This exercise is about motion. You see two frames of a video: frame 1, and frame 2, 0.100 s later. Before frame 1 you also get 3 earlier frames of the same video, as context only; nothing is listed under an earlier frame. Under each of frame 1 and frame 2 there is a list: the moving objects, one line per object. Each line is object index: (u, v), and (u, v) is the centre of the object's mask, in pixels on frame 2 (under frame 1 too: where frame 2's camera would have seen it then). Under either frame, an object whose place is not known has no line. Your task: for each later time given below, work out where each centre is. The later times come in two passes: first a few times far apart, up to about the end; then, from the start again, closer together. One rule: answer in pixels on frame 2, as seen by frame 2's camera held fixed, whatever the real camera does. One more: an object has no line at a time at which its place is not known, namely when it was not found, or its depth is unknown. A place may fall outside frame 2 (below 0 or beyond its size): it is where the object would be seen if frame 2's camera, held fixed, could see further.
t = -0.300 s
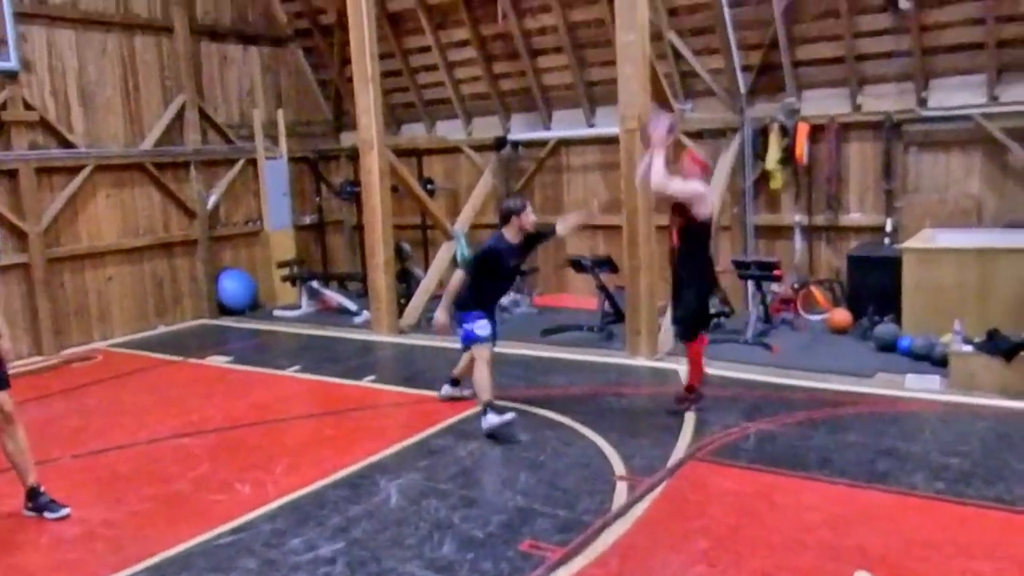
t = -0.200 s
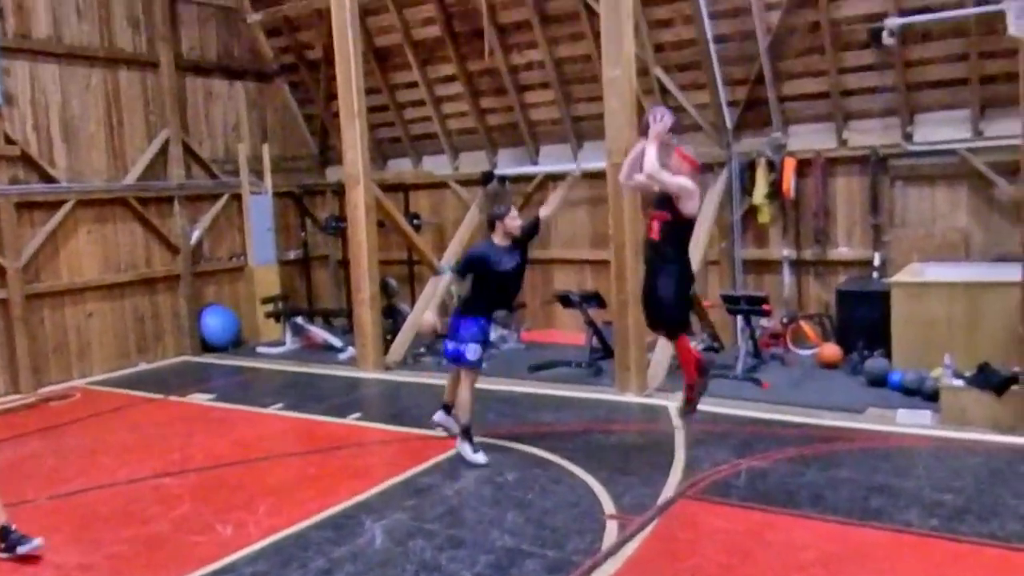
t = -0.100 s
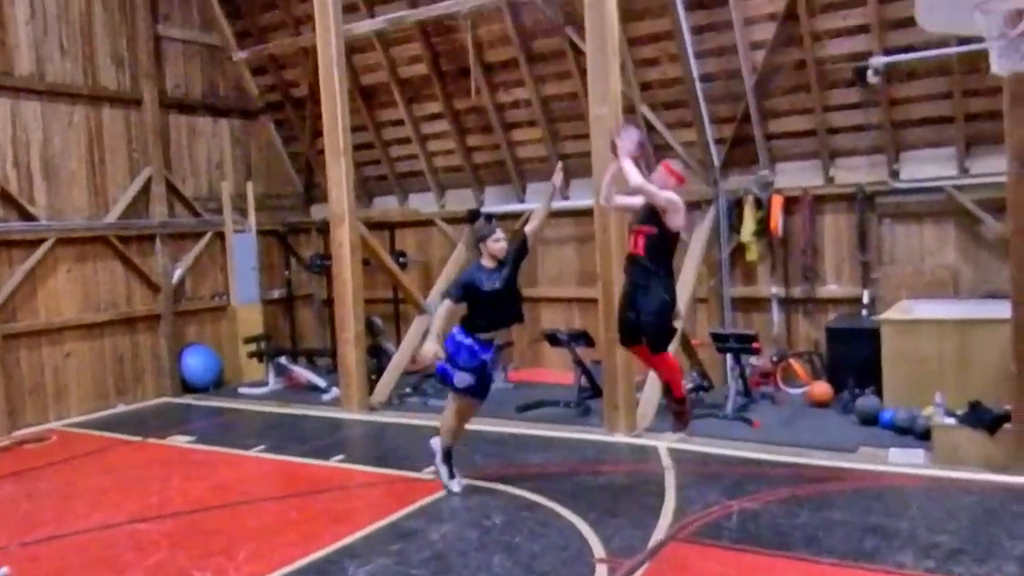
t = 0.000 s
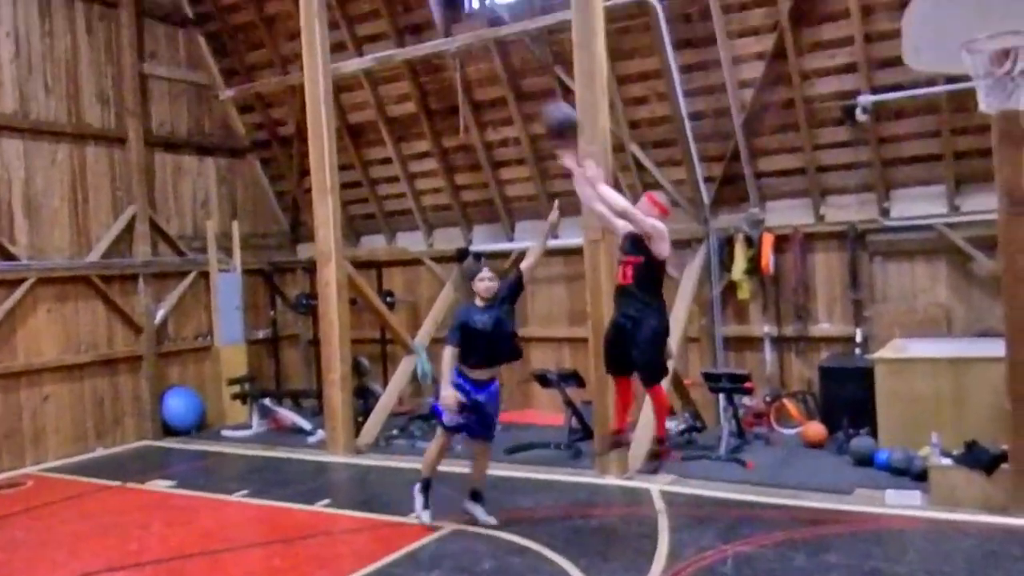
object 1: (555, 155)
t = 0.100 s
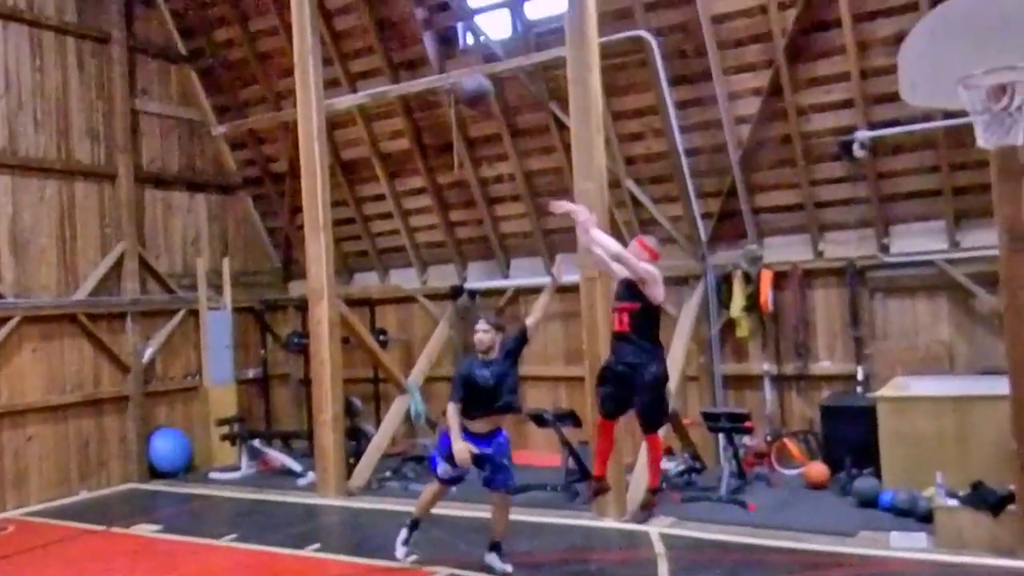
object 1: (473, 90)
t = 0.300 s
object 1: (322, 8)
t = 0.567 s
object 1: (137, -13)
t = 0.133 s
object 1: (446, 70)
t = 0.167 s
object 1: (421, 54)
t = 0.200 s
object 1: (394, 41)
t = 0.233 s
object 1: (371, 28)
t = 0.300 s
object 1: (322, 8)
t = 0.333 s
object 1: (295, 1)
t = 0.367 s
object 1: (271, -9)
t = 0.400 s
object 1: (248, -12)
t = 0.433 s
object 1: (227, -17)
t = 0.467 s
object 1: (203, -17)
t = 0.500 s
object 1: (181, -18)
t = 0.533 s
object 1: (159, -17)
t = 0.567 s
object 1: (137, -13)
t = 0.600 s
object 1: (116, -6)
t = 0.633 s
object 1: (93, -1)
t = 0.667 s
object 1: (73, 5)
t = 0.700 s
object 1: (54, 12)
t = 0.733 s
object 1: (35, 26)
